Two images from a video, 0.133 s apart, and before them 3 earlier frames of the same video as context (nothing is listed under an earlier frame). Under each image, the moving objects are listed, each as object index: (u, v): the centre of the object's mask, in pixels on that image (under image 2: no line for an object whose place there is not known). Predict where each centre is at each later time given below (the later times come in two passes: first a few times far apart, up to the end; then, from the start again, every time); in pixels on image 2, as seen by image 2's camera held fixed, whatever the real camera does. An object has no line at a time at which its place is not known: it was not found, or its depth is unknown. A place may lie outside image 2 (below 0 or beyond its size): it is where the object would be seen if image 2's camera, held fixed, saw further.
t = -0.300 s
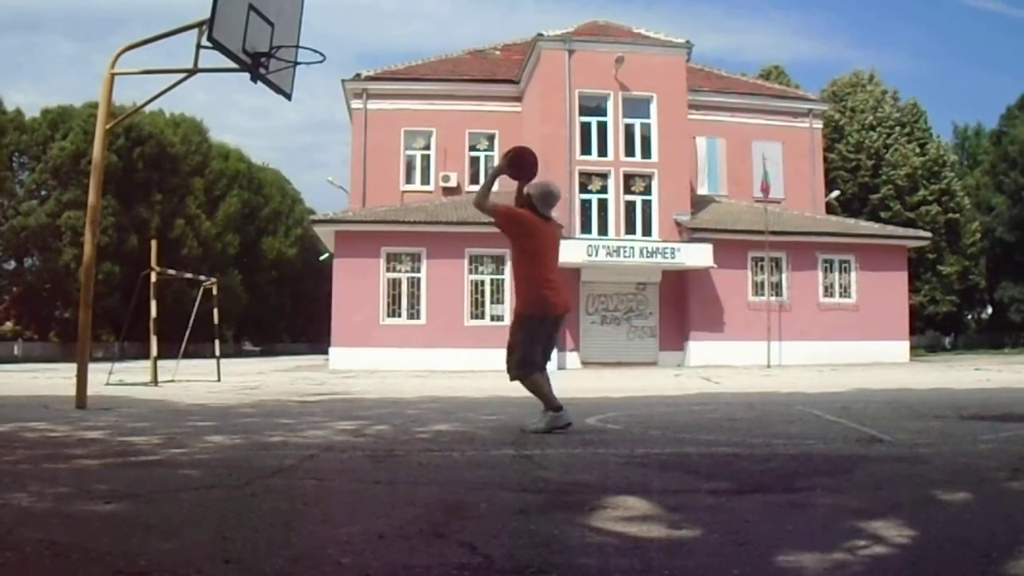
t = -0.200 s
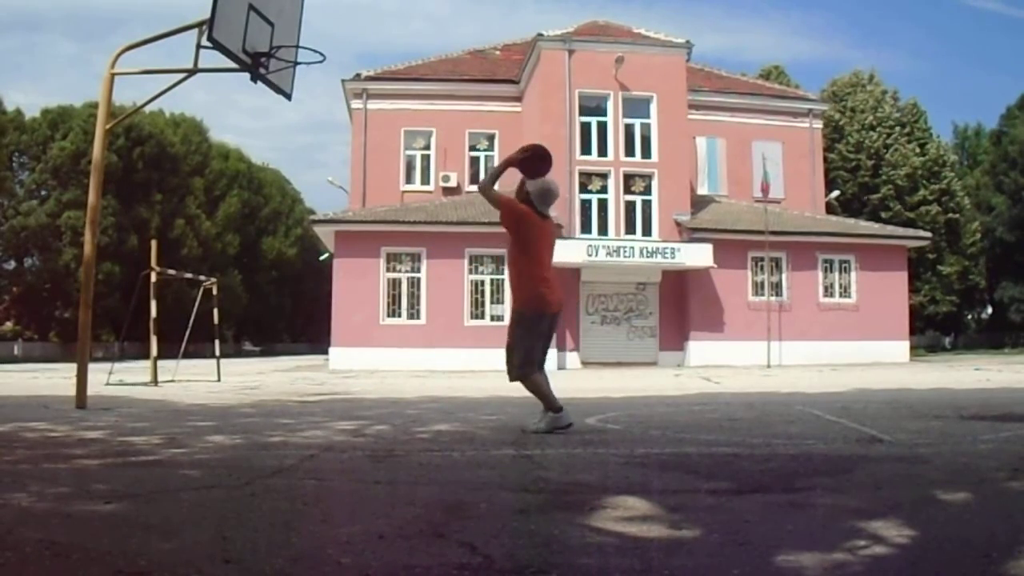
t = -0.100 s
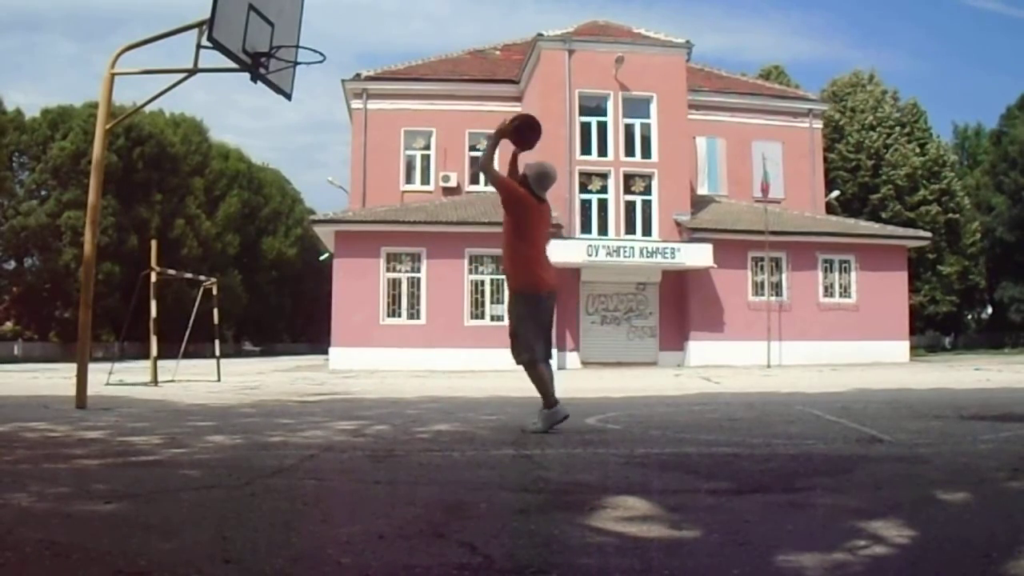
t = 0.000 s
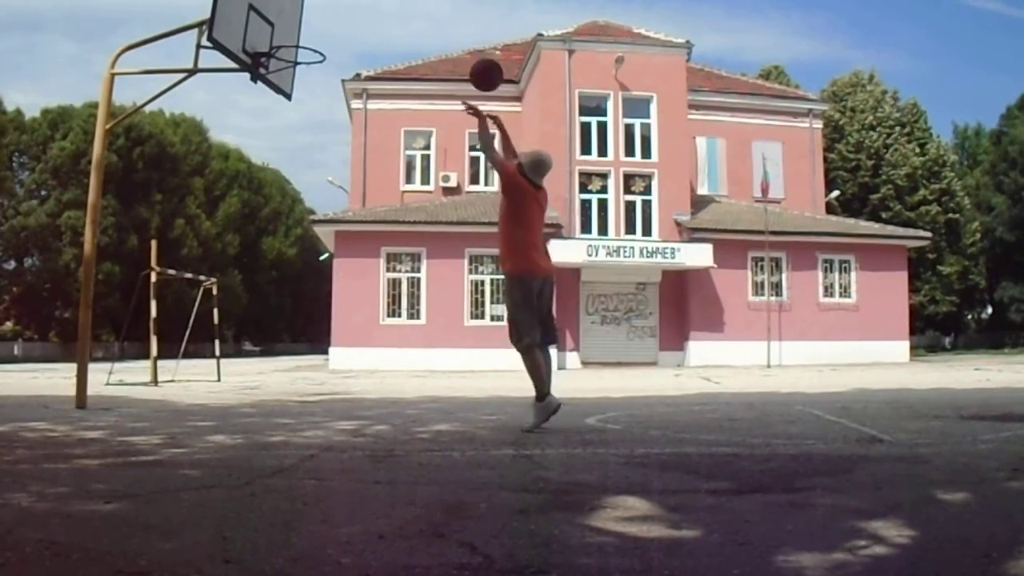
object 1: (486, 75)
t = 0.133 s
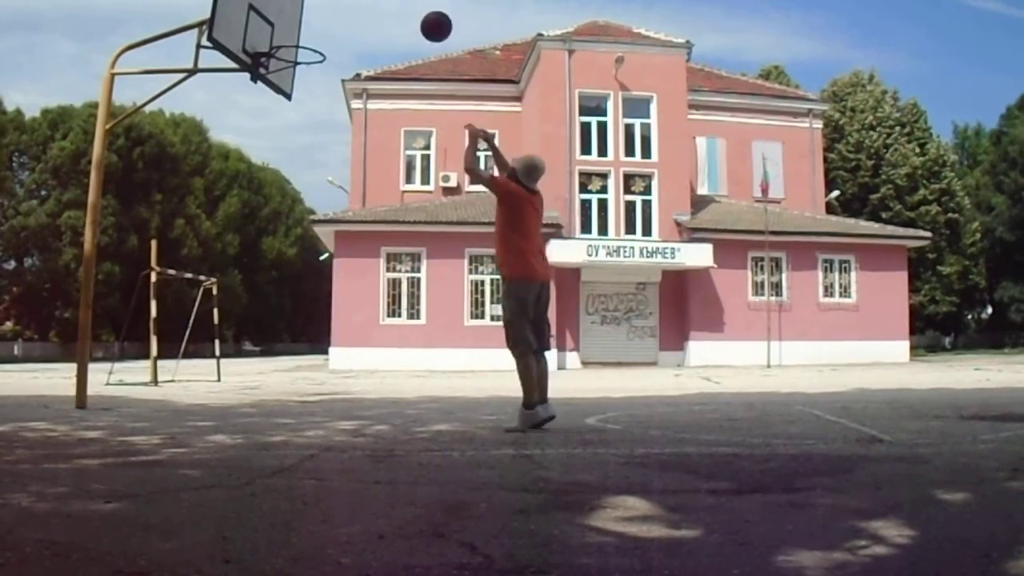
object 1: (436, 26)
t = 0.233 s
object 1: (402, 11)
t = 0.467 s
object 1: (332, 14)
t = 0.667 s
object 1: (296, 41)
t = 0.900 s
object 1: (336, 19)
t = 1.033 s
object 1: (360, 34)
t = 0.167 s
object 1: (424, 19)
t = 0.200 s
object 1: (413, 13)
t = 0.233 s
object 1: (402, 11)
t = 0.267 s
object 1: (392, 9)
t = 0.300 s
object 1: (381, 8)
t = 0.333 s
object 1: (371, 8)
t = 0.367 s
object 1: (361, 8)
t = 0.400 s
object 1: (351, 9)
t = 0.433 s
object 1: (342, 11)
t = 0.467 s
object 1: (332, 14)
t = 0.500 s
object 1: (323, 20)
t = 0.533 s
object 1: (313, 27)
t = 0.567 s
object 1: (304, 35)
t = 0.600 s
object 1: (295, 44)
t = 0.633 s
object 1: (290, 49)
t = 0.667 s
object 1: (296, 41)
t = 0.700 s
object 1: (302, 34)
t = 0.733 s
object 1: (307, 29)
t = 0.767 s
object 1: (313, 24)
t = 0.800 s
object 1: (319, 21)
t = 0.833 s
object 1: (324, 19)
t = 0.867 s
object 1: (330, 18)
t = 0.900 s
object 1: (336, 19)
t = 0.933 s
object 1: (342, 21)
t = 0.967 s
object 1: (348, 24)
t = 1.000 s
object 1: (353, 28)
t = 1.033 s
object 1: (360, 34)
